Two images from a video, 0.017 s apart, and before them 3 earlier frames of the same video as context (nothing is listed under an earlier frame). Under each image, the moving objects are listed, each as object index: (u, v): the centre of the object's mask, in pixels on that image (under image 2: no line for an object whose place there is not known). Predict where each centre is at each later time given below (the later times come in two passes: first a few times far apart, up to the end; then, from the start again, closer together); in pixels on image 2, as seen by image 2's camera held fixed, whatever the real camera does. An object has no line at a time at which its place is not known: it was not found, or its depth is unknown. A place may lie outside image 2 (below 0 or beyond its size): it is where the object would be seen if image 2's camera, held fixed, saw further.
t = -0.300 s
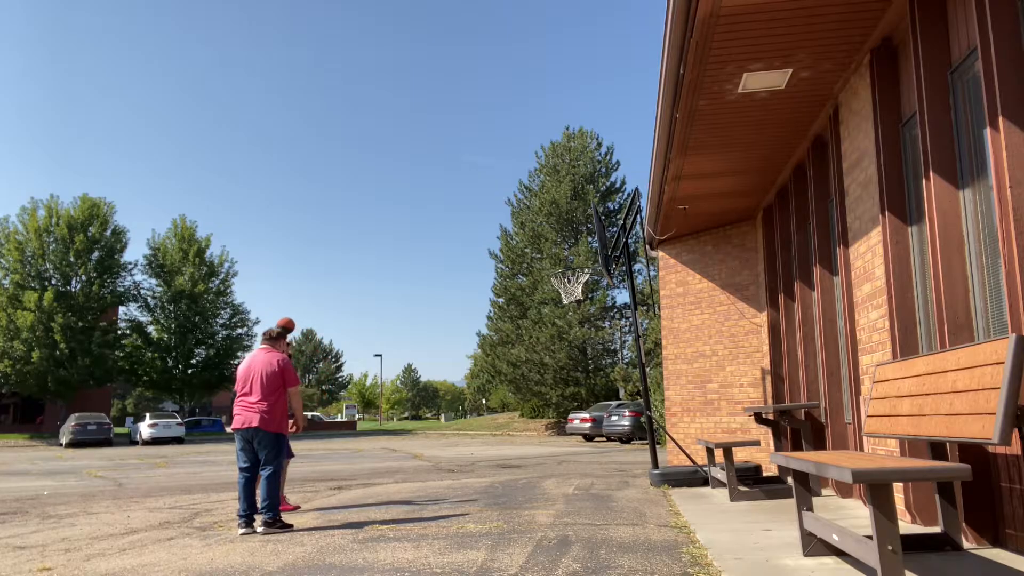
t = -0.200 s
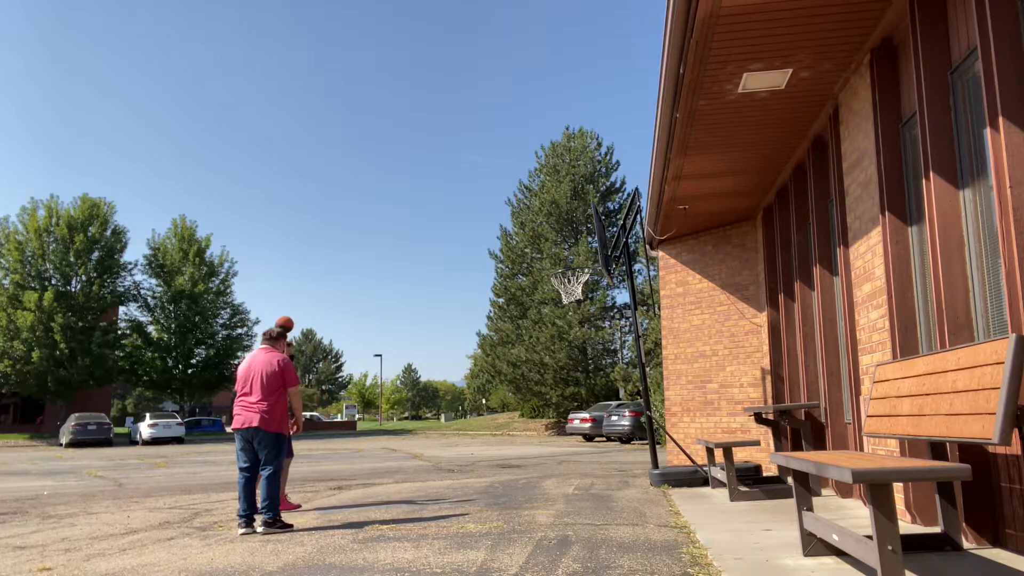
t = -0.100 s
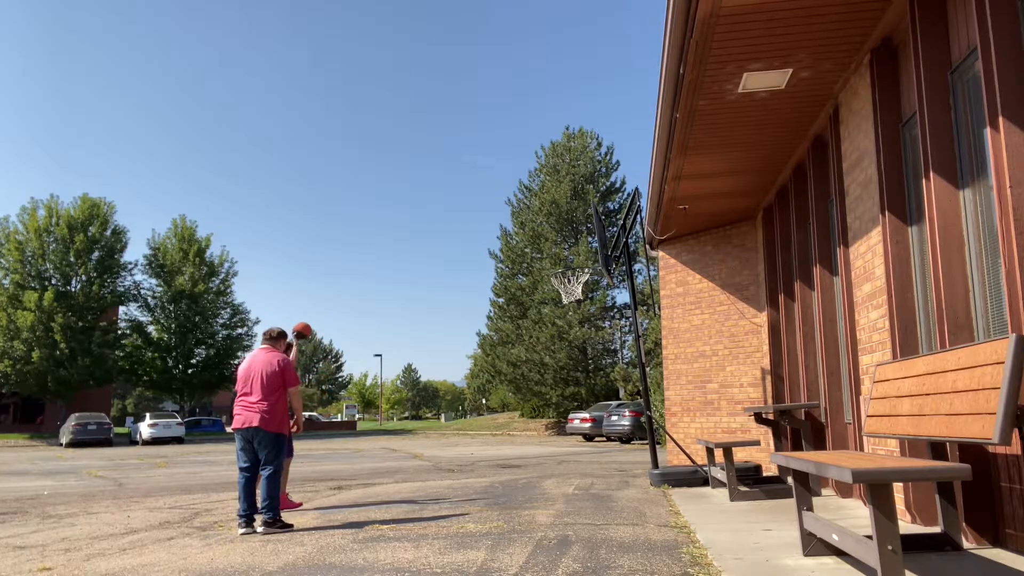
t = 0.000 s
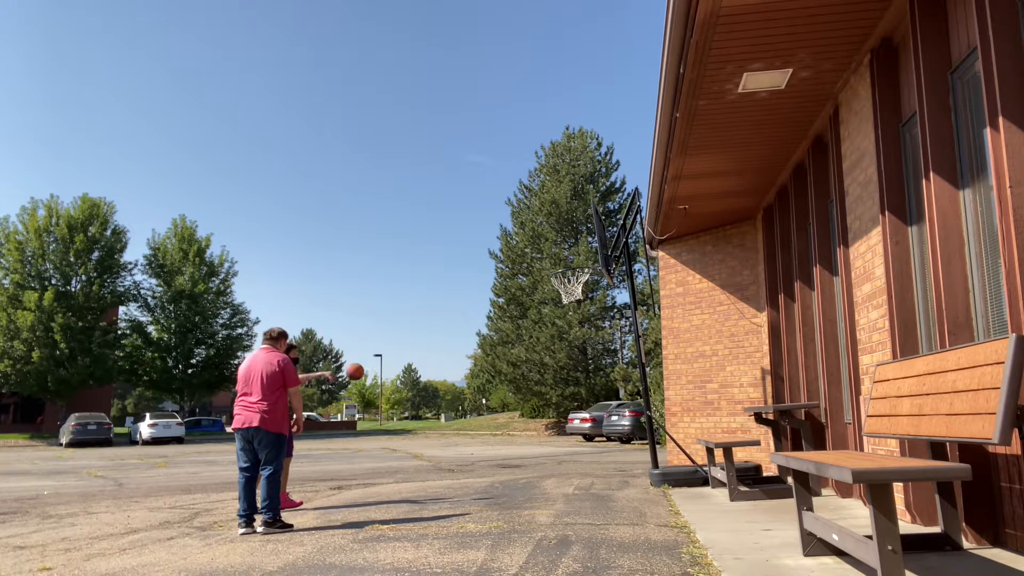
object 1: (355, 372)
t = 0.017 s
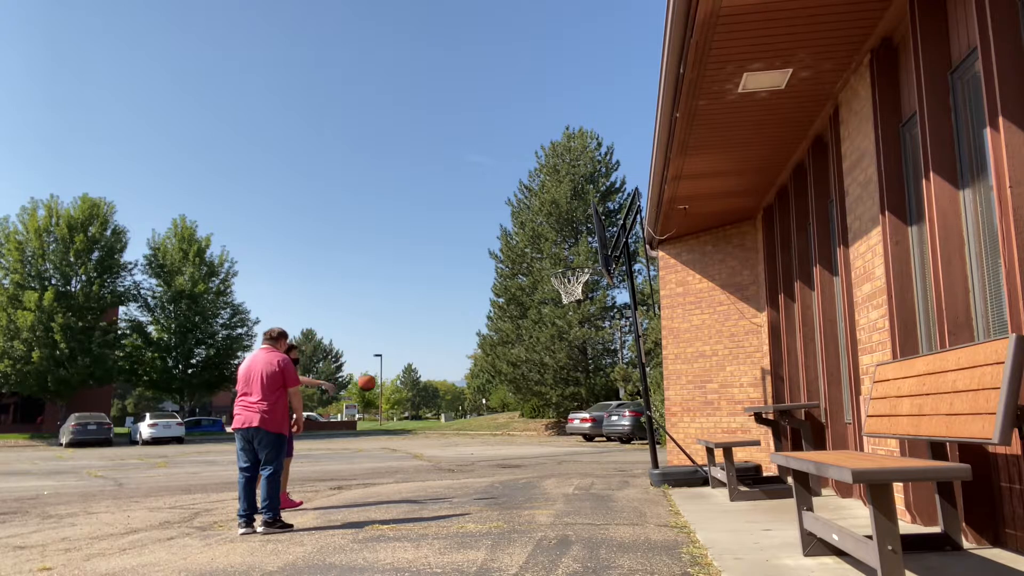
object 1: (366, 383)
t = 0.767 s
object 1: (602, 268)
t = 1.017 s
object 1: (626, 281)
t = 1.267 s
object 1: (655, 358)
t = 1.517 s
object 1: (686, 476)
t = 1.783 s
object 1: (712, 362)
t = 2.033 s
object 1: (740, 331)
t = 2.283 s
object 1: (772, 366)
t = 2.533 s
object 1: (797, 355)
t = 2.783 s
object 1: (813, 355)
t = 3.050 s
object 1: (817, 395)
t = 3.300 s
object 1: (817, 395)
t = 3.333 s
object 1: (817, 396)
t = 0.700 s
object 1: (590, 274)
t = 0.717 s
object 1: (593, 272)
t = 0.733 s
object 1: (597, 271)
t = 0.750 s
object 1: (600, 269)
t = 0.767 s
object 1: (602, 268)
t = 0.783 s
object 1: (603, 267)
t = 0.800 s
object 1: (604, 267)
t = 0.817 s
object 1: (606, 266)
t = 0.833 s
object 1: (609, 265)
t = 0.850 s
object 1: (609, 266)
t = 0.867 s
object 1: (610, 266)
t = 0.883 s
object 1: (613, 266)
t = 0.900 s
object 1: (614, 268)
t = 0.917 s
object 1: (616, 268)
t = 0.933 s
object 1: (617, 269)
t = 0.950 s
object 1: (619, 271)
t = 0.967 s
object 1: (621, 273)
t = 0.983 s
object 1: (623, 275)
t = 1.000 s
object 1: (624, 277)
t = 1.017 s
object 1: (626, 281)
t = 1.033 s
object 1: (628, 284)
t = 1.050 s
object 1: (630, 287)
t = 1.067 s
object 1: (631, 291)
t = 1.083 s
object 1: (634, 295)
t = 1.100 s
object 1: (635, 299)
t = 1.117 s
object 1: (637, 303)
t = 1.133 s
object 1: (639, 308)
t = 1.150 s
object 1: (641, 314)
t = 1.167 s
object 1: (642, 319)
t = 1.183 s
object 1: (644, 324)
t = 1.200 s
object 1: (647, 331)
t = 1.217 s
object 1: (649, 337)
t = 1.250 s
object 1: (653, 349)
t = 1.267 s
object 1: (655, 358)
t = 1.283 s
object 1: (657, 366)
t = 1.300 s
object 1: (659, 374)
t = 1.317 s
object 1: (661, 383)
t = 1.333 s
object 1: (664, 391)
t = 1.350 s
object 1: (666, 400)
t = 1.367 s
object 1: (667, 409)
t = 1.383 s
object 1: (669, 418)
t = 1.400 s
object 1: (672, 429)
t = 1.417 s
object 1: (674, 439)
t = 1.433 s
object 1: (677, 450)
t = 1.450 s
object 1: (678, 461)
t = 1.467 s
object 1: (679, 473)
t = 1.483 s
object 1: (683, 485)
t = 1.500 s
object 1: (686, 484)
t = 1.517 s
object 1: (686, 476)
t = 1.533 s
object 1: (688, 464)
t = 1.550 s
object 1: (690, 456)
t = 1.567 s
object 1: (691, 447)
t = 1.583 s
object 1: (693, 438)
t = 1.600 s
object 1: (694, 430)
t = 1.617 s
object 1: (696, 422)
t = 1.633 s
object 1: (697, 415)
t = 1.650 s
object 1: (699, 408)
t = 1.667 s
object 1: (701, 401)
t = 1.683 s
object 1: (702, 394)
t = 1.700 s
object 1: (704, 388)
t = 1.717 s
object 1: (706, 383)
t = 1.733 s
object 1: (708, 377)
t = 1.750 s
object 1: (709, 372)
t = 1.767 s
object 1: (711, 366)
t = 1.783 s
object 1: (712, 362)
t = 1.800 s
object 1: (714, 358)
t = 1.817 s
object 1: (716, 353)
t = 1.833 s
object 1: (717, 350)
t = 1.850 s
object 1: (719, 347)
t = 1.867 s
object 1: (721, 344)
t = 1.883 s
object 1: (723, 341)
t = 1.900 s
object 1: (725, 338)
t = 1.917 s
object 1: (727, 336)
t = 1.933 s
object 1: (729, 334)
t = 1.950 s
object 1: (731, 333)
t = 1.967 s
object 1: (733, 332)
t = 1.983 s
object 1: (735, 332)
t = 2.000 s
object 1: (737, 331)
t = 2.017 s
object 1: (738, 331)
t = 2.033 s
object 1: (740, 331)
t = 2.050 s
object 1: (743, 331)
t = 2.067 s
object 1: (744, 331)
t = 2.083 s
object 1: (746, 332)
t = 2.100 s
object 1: (749, 334)
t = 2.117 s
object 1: (751, 335)
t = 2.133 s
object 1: (753, 337)
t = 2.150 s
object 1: (755, 339)
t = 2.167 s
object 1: (757, 341)
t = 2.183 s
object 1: (759, 344)
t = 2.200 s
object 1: (760, 347)
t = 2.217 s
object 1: (762, 351)
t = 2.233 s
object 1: (764, 354)
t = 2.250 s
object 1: (766, 357)
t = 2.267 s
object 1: (768, 361)
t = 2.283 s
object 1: (772, 366)
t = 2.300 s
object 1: (775, 371)
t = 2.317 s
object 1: (777, 375)
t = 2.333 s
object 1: (781, 382)
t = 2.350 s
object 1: (783, 389)
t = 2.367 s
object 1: (784, 394)
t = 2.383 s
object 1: (786, 389)
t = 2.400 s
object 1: (787, 384)
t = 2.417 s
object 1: (788, 380)
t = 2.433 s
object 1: (789, 375)
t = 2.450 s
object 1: (791, 371)
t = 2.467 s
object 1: (792, 368)
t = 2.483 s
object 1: (793, 364)
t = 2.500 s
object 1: (795, 361)
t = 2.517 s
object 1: (796, 358)
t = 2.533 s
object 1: (797, 355)
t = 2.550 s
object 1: (798, 353)
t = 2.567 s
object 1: (799, 352)
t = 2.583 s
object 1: (800, 350)
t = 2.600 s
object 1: (801, 349)
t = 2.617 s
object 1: (803, 348)
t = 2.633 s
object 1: (804, 347)
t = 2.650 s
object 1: (806, 347)
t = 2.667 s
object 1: (807, 347)
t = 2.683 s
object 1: (808, 347)
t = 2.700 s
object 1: (809, 348)
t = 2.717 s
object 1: (810, 349)
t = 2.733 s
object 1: (811, 350)
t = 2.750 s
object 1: (811, 351)
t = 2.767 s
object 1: (812, 353)
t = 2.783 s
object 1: (813, 355)
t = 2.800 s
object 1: (814, 358)
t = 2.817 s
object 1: (814, 360)
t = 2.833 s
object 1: (814, 362)
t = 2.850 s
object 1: (815, 365)
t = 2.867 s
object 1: (815, 368)
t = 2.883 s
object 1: (815, 370)
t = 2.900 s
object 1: (815, 373)
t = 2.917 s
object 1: (815, 375)
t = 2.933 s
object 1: (815, 379)
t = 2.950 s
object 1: (816, 382)
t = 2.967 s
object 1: (817, 386)
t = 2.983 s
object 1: (817, 389)
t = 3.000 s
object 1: (816, 394)
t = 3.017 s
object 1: (817, 395)
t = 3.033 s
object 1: (818, 395)
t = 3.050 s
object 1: (817, 395)
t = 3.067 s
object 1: (817, 395)
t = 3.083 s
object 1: (817, 395)
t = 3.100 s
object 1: (816, 395)
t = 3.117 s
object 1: (816, 395)
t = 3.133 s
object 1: (816, 395)
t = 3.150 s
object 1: (816, 395)
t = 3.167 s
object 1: (816, 395)
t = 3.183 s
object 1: (817, 395)
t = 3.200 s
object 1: (817, 395)
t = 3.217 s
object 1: (817, 395)
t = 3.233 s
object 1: (817, 395)
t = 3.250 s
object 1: (817, 395)
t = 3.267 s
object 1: (817, 396)
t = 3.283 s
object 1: (817, 396)
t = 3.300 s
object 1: (817, 395)
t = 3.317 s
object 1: (817, 396)
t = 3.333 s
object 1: (817, 396)
